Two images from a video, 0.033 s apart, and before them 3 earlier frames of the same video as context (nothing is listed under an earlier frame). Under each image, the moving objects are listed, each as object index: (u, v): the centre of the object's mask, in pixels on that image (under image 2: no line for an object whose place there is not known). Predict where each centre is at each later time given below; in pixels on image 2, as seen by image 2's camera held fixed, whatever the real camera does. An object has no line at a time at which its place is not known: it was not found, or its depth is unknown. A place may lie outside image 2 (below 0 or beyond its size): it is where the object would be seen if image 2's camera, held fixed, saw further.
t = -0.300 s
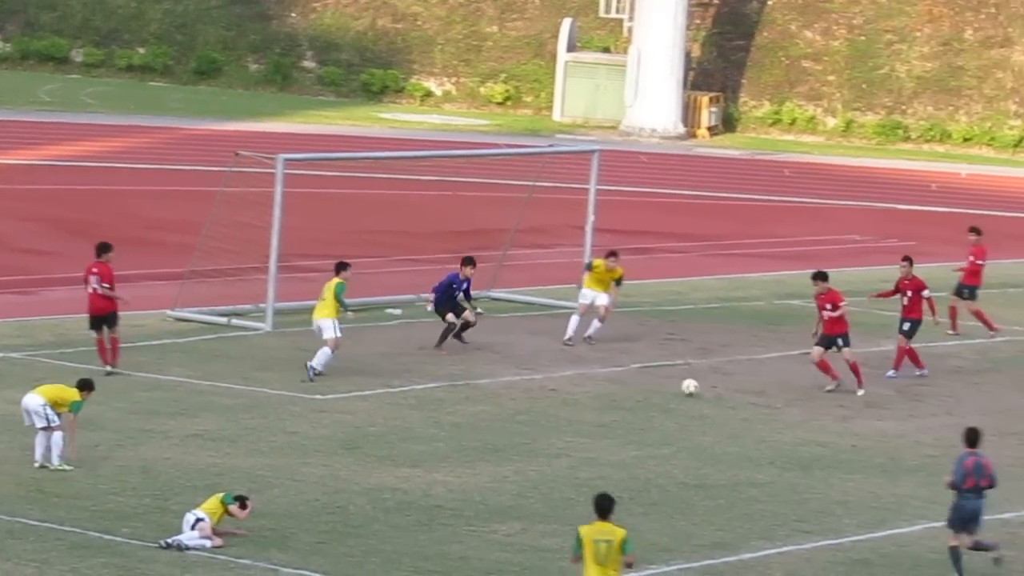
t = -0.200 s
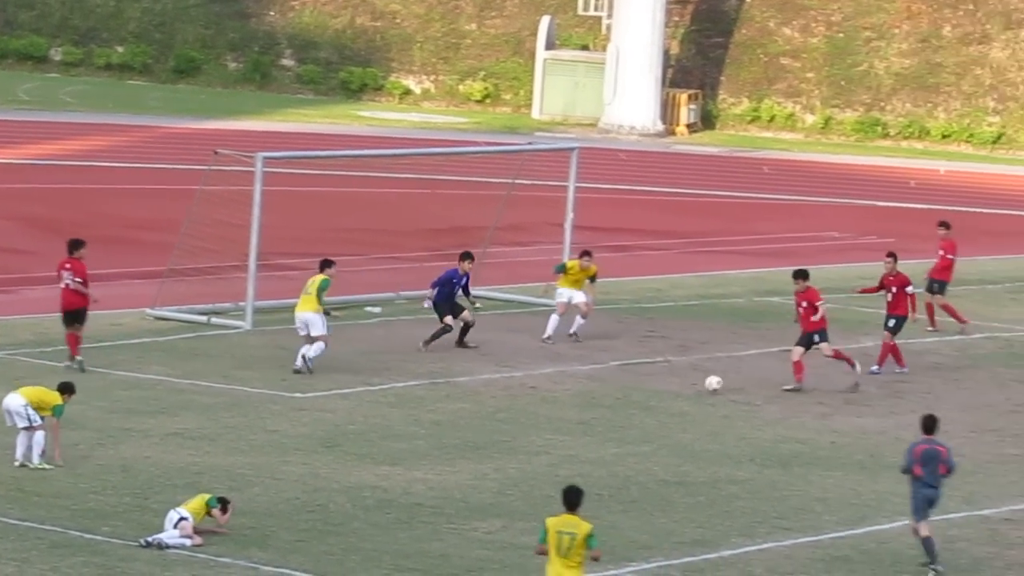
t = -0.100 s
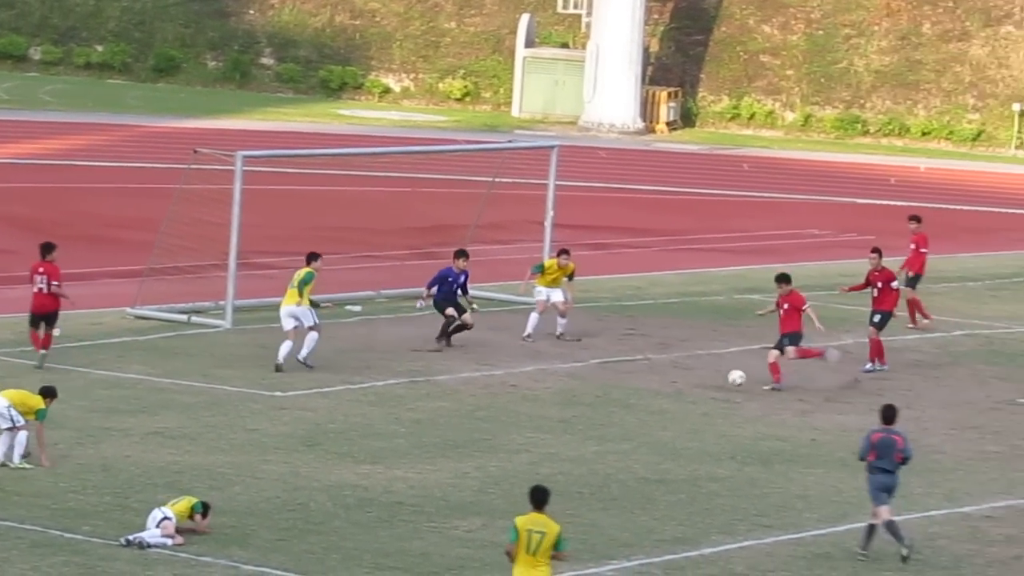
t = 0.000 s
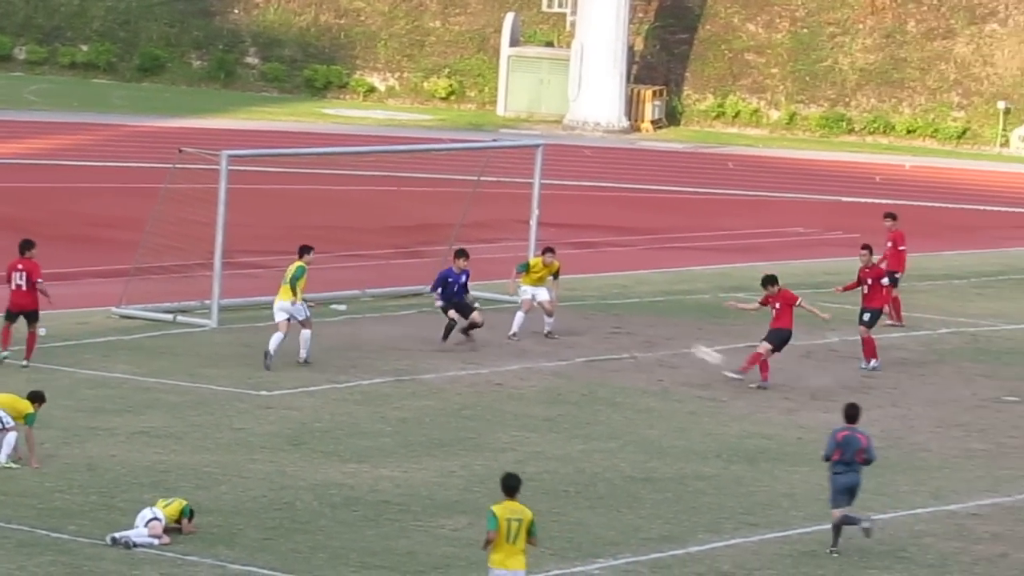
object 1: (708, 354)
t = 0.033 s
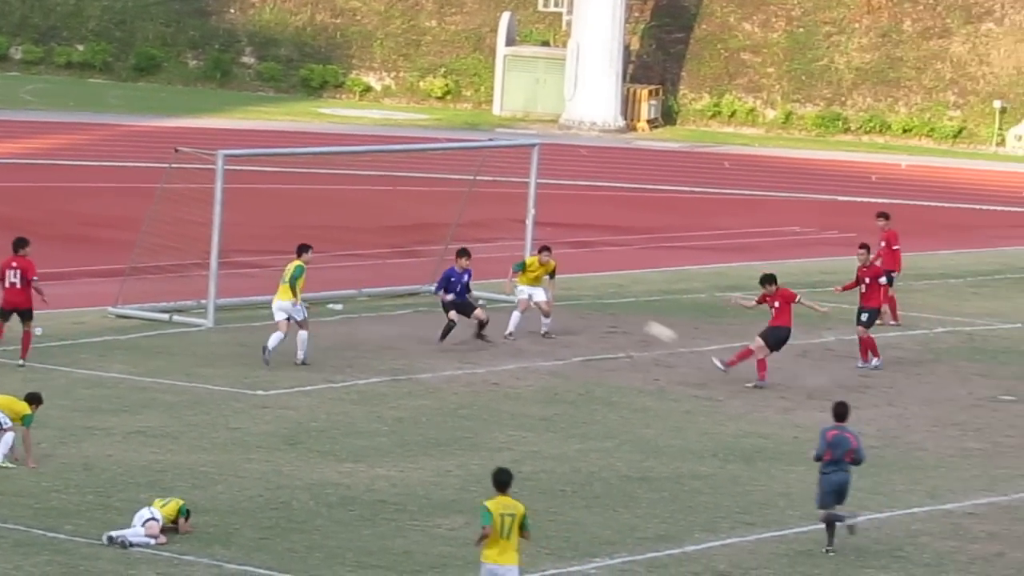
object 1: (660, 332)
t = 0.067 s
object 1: (618, 310)
